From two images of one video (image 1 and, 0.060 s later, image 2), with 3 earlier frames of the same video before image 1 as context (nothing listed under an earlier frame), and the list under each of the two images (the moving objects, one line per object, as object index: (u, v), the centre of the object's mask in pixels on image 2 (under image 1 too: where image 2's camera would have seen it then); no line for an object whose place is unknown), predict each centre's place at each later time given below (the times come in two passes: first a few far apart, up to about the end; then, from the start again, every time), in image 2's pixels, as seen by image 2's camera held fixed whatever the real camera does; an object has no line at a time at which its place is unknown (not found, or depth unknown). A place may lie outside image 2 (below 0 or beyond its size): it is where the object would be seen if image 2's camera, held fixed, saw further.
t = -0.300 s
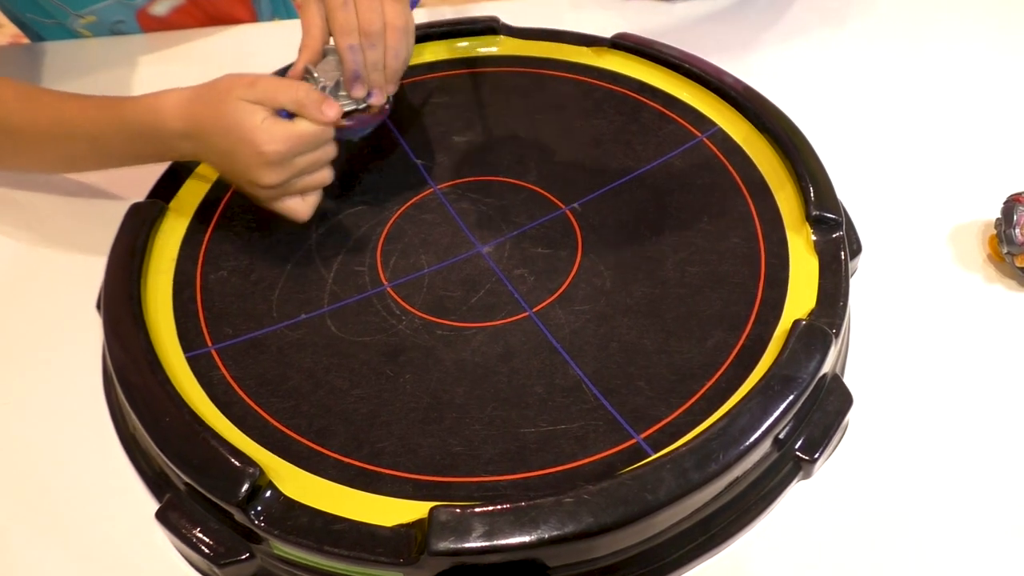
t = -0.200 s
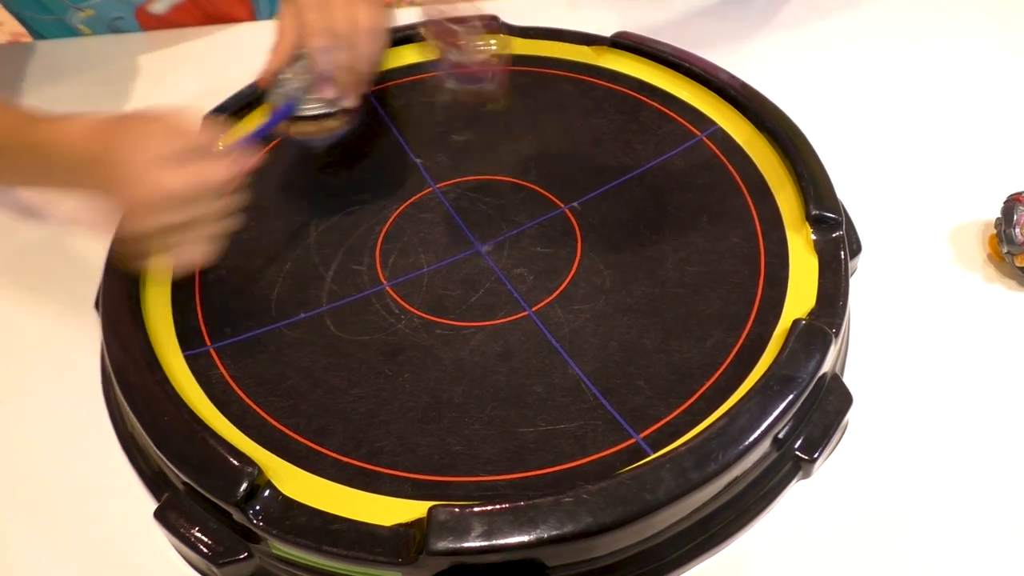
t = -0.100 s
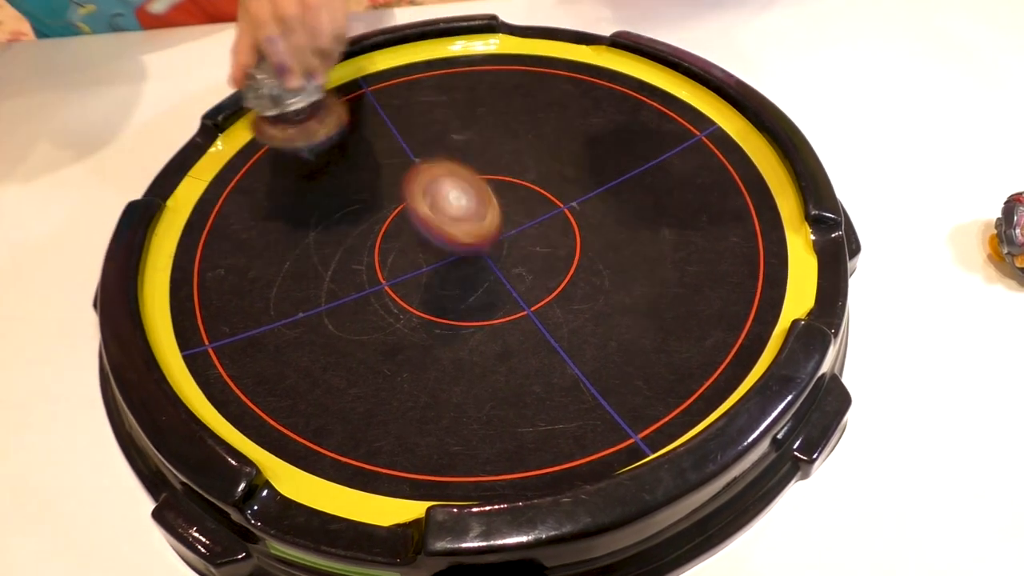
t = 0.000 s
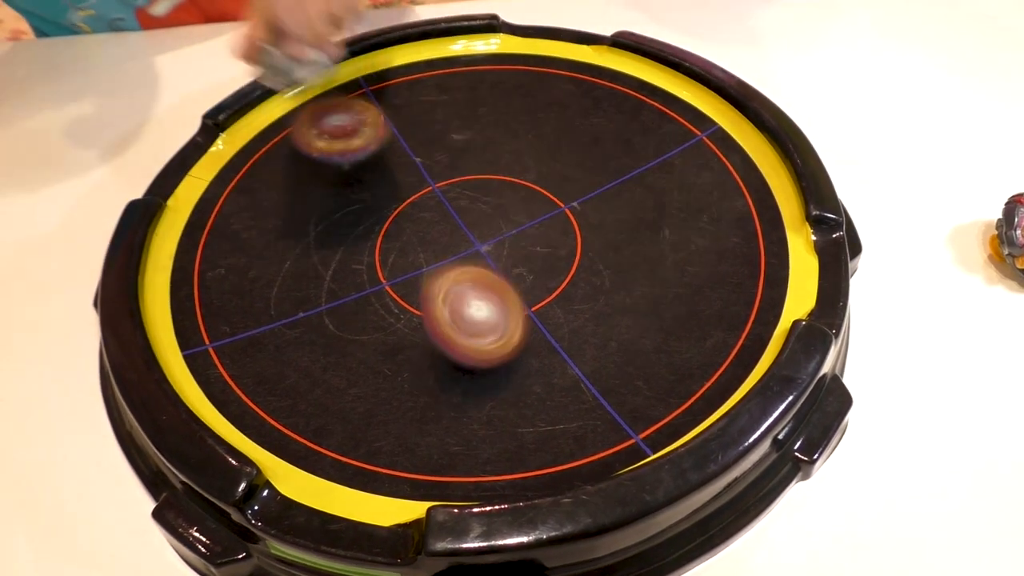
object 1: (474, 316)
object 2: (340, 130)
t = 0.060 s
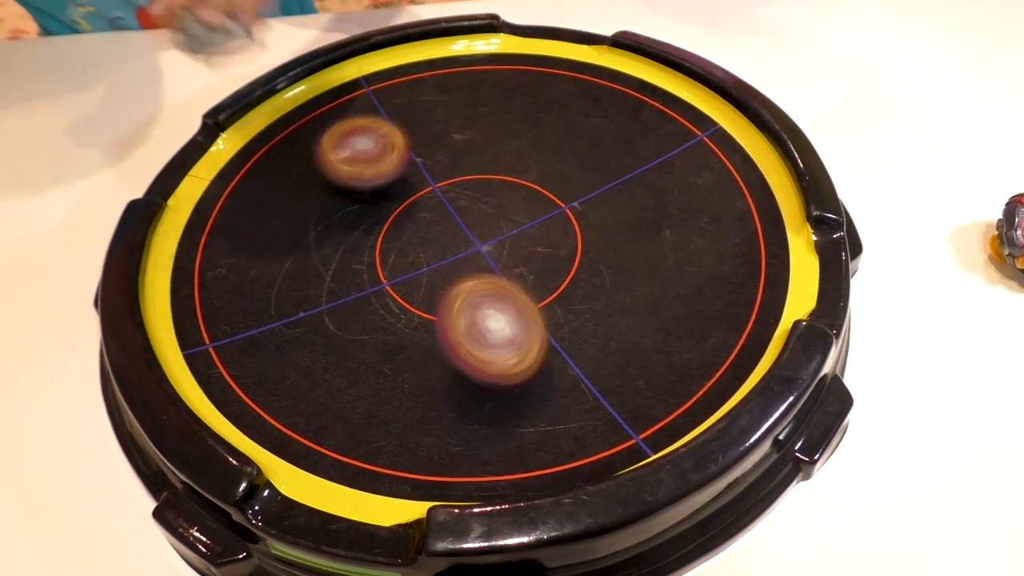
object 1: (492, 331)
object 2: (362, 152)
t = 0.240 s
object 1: (531, 340)
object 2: (382, 176)
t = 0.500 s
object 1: (660, 246)
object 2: (444, 200)
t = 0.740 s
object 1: (763, 160)
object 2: (534, 200)
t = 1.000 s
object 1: (692, 100)
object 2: (595, 177)
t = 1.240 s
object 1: (669, 71)
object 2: (529, 206)
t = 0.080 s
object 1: (500, 348)
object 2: (363, 151)
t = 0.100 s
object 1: (504, 355)
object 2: (365, 154)
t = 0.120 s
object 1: (506, 350)
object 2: (368, 163)
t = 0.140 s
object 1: (509, 349)
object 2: (370, 166)
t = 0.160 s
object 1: (513, 354)
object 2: (373, 166)
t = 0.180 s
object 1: (516, 363)
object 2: (375, 170)
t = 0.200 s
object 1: (520, 357)
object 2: (378, 171)
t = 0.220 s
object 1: (526, 346)
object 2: (381, 174)
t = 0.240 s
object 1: (531, 340)
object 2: (382, 176)
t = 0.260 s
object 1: (537, 338)
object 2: (385, 177)
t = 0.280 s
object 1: (543, 340)
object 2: (388, 178)
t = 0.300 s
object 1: (552, 326)
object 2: (391, 178)
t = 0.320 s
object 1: (563, 315)
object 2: (394, 180)
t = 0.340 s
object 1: (573, 307)
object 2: (398, 182)
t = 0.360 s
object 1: (583, 305)
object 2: (403, 185)
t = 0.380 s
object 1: (594, 301)
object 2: (409, 188)
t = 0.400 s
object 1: (603, 288)
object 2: (415, 190)
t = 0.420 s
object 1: (614, 279)
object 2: (420, 193)
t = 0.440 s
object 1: (623, 276)
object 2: (426, 196)
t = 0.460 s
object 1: (633, 271)
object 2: (432, 197)
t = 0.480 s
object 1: (646, 256)
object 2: (438, 199)
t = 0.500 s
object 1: (660, 246)
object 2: (444, 200)
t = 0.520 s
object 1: (673, 241)
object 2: (450, 202)
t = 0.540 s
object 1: (687, 236)
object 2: (457, 204)
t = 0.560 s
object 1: (704, 223)
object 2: (465, 204)
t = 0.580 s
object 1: (721, 214)
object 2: (473, 205)
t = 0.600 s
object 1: (737, 210)
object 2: (482, 205)
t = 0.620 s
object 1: (750, 202)
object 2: (490, 205)
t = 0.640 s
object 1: (759, 194)
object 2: (498, 205)
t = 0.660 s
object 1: (769, 189)
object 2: (506, 204)
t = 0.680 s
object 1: (772, 181)
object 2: (513, 203)
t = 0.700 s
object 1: (768, 174)
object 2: (519, 202)
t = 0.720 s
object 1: (764, 169)
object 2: (527, 201)
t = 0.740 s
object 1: (763, 160)
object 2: (534, 200)
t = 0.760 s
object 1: (760, 155)
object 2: (541, 199)
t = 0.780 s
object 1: (757, 148)
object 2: (548, 197)
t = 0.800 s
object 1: (752, 142)
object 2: (554, 196)
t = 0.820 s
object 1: (746, 136)
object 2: (560, 194)
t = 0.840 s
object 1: (740, 130)
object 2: (566, 192)
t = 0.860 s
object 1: (734, 125)
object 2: (571, 190)
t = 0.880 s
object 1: (729, 119)
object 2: (575, 188)
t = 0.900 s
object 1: (723, 114)
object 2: (580, 186)
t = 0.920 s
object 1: (717, 110)
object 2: (584, 184)
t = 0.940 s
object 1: (712, 106)
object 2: (587, 182)
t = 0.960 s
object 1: (706, 103)
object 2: (590, 180)
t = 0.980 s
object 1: (699, 101)
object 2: (593, 179)
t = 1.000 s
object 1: (692, 100)
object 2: (595, 177)
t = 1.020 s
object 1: (683, 99)
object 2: (597, 175)
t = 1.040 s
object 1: (674, 98)
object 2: (599, 173)
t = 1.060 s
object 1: (666, 98)
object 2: (600, 171)
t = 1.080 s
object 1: (658, 99)
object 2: (601, 170)
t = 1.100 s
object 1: (652, 99)
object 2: (602, 169)
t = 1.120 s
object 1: (645, 100)
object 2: (602, 169)
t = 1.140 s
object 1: (639, 101)
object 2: (600, 169)
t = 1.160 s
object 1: (642, 98)
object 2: (588, 175)
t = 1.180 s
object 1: (651, 91)
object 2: (572, 185)
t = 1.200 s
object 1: (658, 83)
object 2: (557, 192)
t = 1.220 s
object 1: (664, 77)
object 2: (544, 198)
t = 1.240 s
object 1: (669, 71)
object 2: (529, 206)
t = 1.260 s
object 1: (670, 65)
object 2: (516, 213)
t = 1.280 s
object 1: (666, 63)
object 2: (503, 219)
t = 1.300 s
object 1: (659, 66)
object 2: (492, 226)
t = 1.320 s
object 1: (652, 68)
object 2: (479, 233)
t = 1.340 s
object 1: (645, 69)
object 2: (468, 239)
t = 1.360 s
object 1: (638, 71)
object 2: (457, 245)
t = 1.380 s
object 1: (632, 74)
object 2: (446, 251)
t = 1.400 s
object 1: (626, 77)
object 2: (436, 257)
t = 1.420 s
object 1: (618, 81)
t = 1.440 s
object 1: (611, 87)
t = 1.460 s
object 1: (605, 92)
